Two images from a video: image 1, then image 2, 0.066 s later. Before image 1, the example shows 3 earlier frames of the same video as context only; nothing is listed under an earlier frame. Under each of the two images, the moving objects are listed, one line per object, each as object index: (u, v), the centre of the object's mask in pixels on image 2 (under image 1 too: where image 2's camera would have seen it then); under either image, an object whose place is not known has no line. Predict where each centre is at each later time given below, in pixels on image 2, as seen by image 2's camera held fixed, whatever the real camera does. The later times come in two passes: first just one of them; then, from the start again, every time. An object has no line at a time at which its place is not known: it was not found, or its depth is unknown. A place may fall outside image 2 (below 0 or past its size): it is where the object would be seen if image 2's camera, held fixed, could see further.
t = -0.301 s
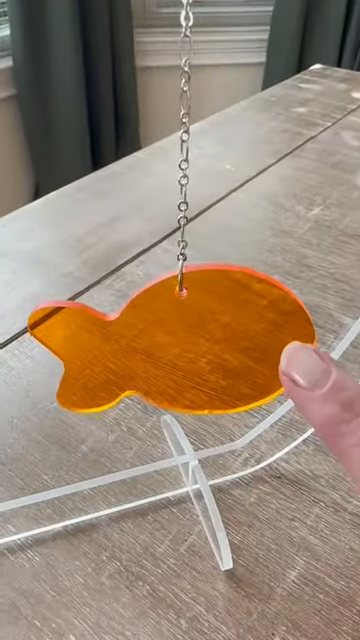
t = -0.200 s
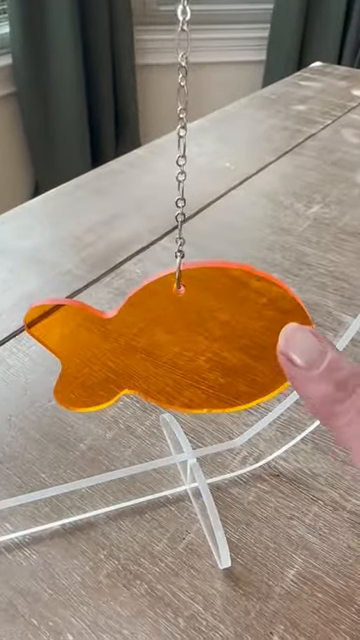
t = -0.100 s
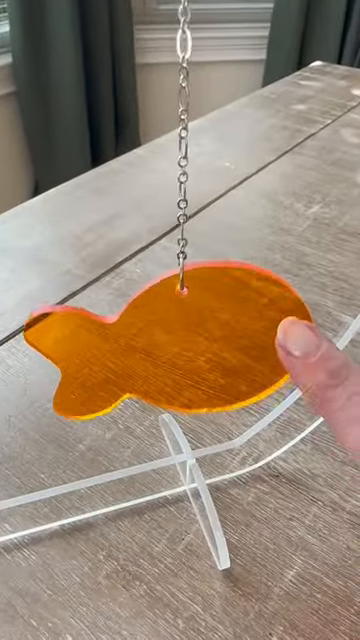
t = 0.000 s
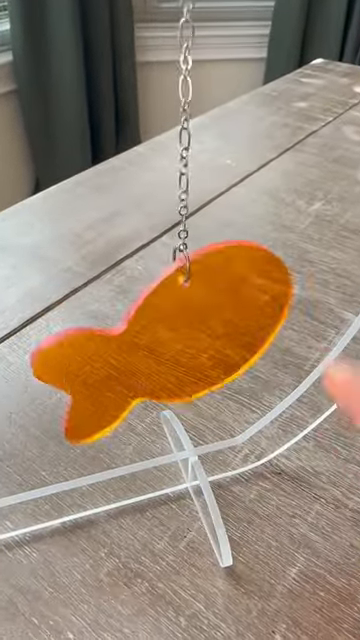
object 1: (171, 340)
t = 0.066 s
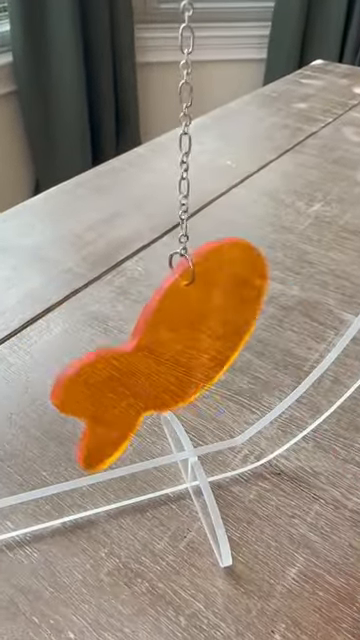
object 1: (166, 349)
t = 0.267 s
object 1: (183, 381)
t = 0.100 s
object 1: (165, 356)
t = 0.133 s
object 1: (166, 363)
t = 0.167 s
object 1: (168, 367)
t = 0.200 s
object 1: (171, 369)
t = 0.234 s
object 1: (173, 387)
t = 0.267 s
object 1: (183, 381)
